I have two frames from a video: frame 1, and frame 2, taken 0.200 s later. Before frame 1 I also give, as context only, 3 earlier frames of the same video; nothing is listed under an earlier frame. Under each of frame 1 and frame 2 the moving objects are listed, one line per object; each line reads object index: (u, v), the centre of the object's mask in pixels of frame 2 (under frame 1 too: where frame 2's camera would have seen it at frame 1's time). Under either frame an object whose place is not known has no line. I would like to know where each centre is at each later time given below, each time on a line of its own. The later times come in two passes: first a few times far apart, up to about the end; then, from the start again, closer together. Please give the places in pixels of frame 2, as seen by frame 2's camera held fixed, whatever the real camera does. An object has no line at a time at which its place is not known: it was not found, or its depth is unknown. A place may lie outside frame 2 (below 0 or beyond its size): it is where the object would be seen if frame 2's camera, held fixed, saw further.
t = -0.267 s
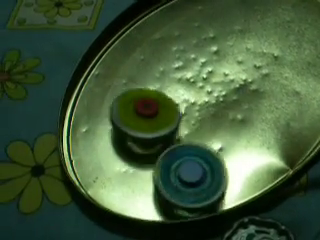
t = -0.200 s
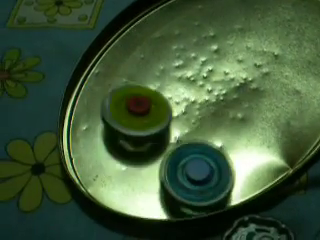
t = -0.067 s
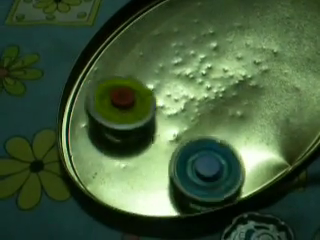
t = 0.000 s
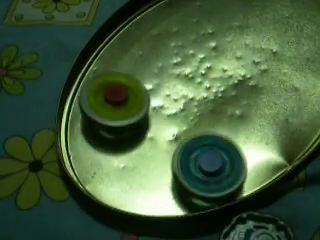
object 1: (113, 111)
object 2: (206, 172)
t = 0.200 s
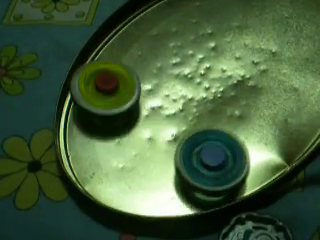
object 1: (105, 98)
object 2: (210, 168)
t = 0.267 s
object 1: (107, 94)
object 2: (209, 167)
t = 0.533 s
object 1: (127, 90)
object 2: (193, 171)
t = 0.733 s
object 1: (146, 100)
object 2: (182, 179)
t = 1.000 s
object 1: (172, 114)
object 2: (160, 180)
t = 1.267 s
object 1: (213, 70)
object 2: (135, 158)
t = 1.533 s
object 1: (226, 82)
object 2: (135, 146)
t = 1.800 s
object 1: (229, 94)
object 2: (154, 150)
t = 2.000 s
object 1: (220, 99)
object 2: (178, 160)
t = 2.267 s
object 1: (195, 99)
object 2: (203, 176)
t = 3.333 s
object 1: (202, 104)
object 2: (171, 179)
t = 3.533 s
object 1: (208, 111)
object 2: (162, 181)
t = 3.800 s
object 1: (196, 118)
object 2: (154, 180)
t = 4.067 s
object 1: (175, 114)
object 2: (153, 181)
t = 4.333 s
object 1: (167, 103)
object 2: (165, 176)
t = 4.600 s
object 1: (175, 104)
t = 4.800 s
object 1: (188, 108)
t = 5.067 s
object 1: (197, 107)
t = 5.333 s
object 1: (194, 108)
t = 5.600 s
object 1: (178, 114)
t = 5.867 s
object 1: (169, 107)
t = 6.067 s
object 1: (169, 105)
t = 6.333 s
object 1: (184, 108)
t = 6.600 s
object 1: (196, 115)
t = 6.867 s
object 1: (198, 108)
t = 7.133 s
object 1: (187, 112)
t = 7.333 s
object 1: (181, 105)
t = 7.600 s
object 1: (183, 104)
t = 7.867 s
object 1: (182, 105)
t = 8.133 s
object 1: (186, 113)
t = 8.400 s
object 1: (183, 107)
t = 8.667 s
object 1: (181, 112)
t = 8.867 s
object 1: (180, 113)
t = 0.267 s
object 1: (107, 94)
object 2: (209, 167)
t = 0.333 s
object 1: (110, 92)
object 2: (207, 167)
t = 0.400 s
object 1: (114, 89)
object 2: (203, 168)
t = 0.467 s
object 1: (120, 89)
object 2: (199, 169)
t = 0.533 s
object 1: (127, 90)
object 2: (193, 171)
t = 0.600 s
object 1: (133, 92)
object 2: (189, 174)
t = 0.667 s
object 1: (140, 94)
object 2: (186, 176)
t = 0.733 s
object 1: (146, 100)
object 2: (182, 179)
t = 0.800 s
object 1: (152, 107)
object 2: (177, 180)
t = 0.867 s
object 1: (159, 111)
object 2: (171, 181)
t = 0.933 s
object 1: (165, 115)
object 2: (166, 181)
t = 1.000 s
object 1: (172, 114)
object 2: (160, 180)
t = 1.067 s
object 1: (186, 96)
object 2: (151, 179)
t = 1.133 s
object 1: (199, 77)
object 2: (144, 173)
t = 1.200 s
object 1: (208, 70)
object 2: (138, 165)
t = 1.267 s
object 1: (213, 70)
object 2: (135, 158)
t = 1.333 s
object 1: (216, 72)
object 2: (133, 153)
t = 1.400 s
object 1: (220, 76)
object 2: (133, 149)
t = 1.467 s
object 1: (223, 79)
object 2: (134, 147)
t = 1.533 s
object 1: (226, 82)
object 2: (135, 146)
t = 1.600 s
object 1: (227, 85)
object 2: (138, 146)
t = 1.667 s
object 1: (229, 88)
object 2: (143, 149)
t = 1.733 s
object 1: (229, 91)
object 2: (147, 149)
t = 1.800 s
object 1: (229, 94)
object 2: (154, 150)
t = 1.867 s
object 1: (228, 97)
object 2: (161, 153)
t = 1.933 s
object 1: (225, 99)
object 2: (168, 156)
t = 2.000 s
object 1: (220, 99)
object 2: (178, 160)
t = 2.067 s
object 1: (214, 99)
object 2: (185, 170)
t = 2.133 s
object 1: (208, 98)
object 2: (191, 173)
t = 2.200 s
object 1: (201, 98)
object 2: (197, 177)
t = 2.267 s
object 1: (195, 99)
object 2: (203, 176)
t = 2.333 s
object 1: (189, 98)
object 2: (206, 173)
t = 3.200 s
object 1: (196, 99)
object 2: (178, 177)
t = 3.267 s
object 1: (200, 102)
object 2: (175, 179)
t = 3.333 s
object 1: (202, 104)
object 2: (171, 179)
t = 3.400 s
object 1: (205, 106)
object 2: (168, 181)
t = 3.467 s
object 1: (207, 109)
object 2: (165, 182)
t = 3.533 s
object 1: (208, 111)
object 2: (162, 181)
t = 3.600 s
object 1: (207, 113)
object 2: (159, 182)
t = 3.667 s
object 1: (205, 116)
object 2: (156, 181)
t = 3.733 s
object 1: (201, 117)
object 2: (155, 180)
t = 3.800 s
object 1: (196, 118)
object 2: (154, 180)
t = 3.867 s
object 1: (190, 119)
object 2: (154, 181)
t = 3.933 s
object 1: (184, 119)
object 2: (153, 182)
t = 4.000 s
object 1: (179, 118)
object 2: (153, 178)
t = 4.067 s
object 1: (175, 114)
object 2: (153, 181)
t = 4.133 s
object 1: (173, 109)
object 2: (155, 178)
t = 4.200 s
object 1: (171, 106)
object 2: (158, 177)
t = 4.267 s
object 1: (168, 104)
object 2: (161, 176)
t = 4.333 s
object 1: (167, 103)
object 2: (165, 176)
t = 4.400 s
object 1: (167, 102)
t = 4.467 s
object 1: (168, 102)
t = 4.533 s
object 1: (171, 102)
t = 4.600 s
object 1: (175, 104)
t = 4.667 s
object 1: (179, 105)
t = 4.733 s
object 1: (184, 106)
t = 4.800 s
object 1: (188, 108)
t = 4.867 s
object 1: (191, 109)
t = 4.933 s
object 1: (194, 111)
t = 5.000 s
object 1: (196, 106)
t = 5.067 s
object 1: (197, 107)
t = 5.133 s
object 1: (198, 107)
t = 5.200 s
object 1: (198, 107)
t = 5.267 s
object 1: (196, 107)
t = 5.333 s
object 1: (194, 108)
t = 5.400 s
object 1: (190, 110)
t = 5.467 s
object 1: (187, 112)
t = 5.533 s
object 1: (183, 113)
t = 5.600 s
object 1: (178, 114)
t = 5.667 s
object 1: (174, 113)
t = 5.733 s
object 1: (171, 109)
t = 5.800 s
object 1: (170, 108)
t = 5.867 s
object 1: (169, 107)
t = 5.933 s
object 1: (170, 105)
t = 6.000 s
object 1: (169, 104)
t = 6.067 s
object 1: (169, 105)
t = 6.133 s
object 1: (172, 105)
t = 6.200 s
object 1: (176, 105)
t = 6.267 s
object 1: (180, 106)
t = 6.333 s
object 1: (184, 108)
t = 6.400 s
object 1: (187, 110)
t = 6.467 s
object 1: (191, 112)
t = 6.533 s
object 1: (193, 115)
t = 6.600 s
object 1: (196, 115)
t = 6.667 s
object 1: (199, 112)
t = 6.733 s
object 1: (200, 110)
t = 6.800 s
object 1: (200, 109)
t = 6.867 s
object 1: (198, 108)
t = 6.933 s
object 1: (195, 109)
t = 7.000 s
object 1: (193, 110)
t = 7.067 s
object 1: (190, 111)
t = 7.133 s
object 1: (187, 112)
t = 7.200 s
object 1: (183, 112)
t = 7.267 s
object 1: (182, 107)
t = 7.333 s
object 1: (181, 105)
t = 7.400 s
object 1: (181, 105)
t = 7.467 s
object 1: (182, 103)
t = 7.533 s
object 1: (181, 102)
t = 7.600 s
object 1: (183, 104)
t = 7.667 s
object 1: (183, 103)
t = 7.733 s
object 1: (182, 102)
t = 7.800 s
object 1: (181, 103)
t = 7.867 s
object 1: (182, 105)
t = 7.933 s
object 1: (184, 105)
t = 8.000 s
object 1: (185, 108)
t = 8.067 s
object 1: (185, 110)
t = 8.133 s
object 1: (186, 113)
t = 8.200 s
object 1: (184, 115)
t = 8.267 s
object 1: (184, 113)
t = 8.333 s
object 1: (185, 108)
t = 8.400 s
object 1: (183, 107)
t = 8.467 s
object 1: (182, 109)
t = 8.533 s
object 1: (181, 110)
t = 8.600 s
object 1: (180, 111)
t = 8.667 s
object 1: (181, 112)
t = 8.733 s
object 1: (181, 114)
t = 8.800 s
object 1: (180, 116)
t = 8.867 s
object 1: (180, 113)
